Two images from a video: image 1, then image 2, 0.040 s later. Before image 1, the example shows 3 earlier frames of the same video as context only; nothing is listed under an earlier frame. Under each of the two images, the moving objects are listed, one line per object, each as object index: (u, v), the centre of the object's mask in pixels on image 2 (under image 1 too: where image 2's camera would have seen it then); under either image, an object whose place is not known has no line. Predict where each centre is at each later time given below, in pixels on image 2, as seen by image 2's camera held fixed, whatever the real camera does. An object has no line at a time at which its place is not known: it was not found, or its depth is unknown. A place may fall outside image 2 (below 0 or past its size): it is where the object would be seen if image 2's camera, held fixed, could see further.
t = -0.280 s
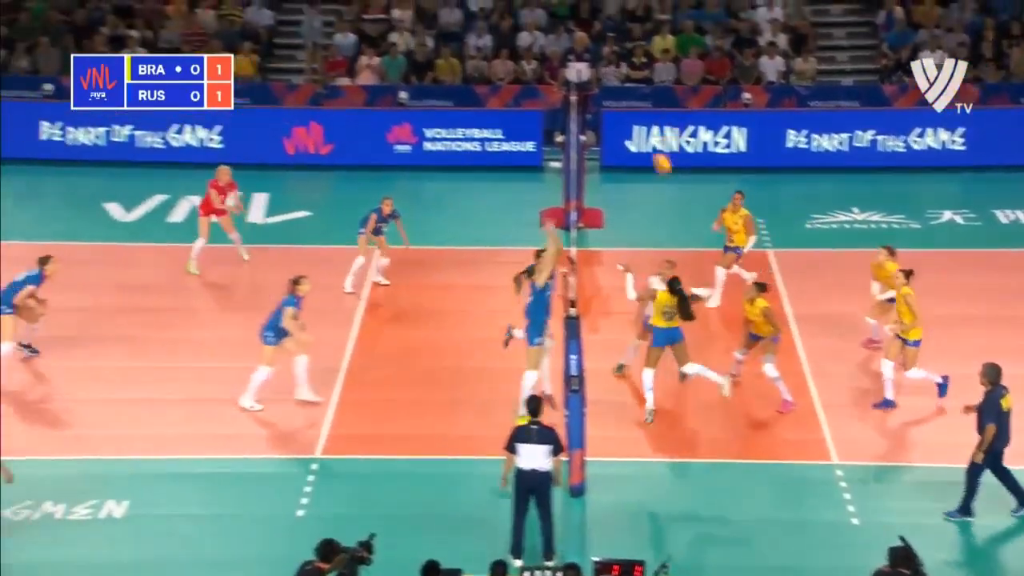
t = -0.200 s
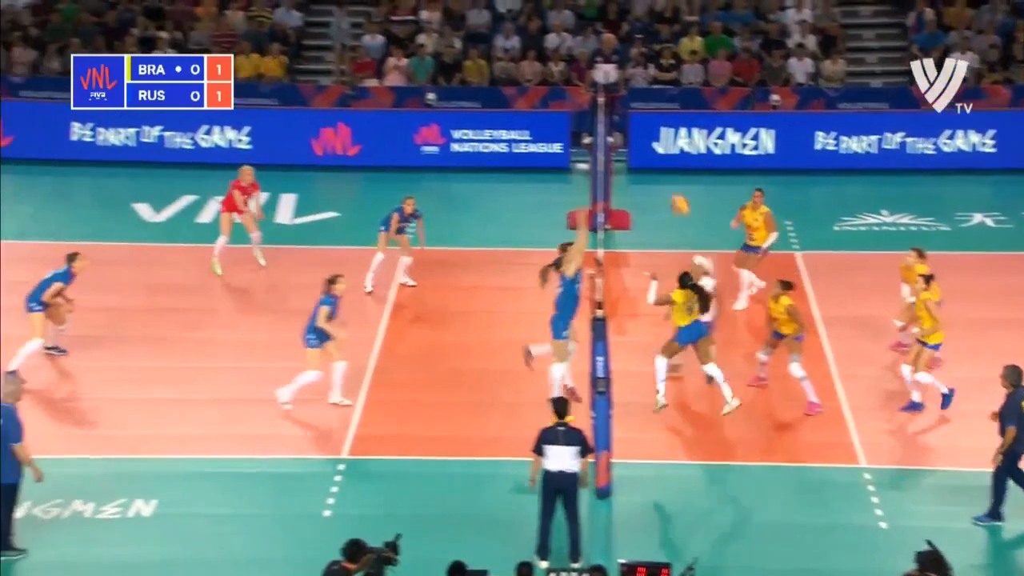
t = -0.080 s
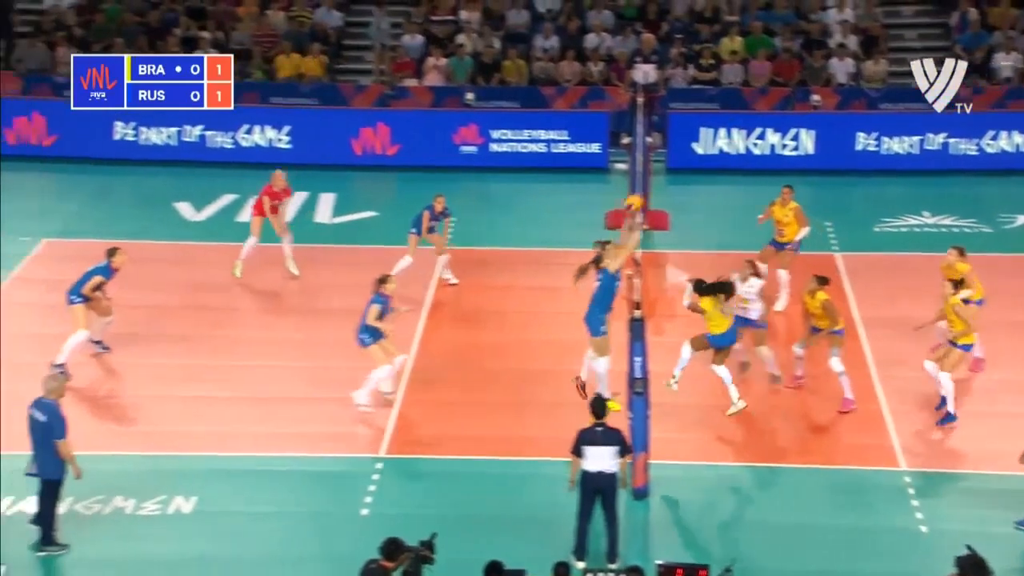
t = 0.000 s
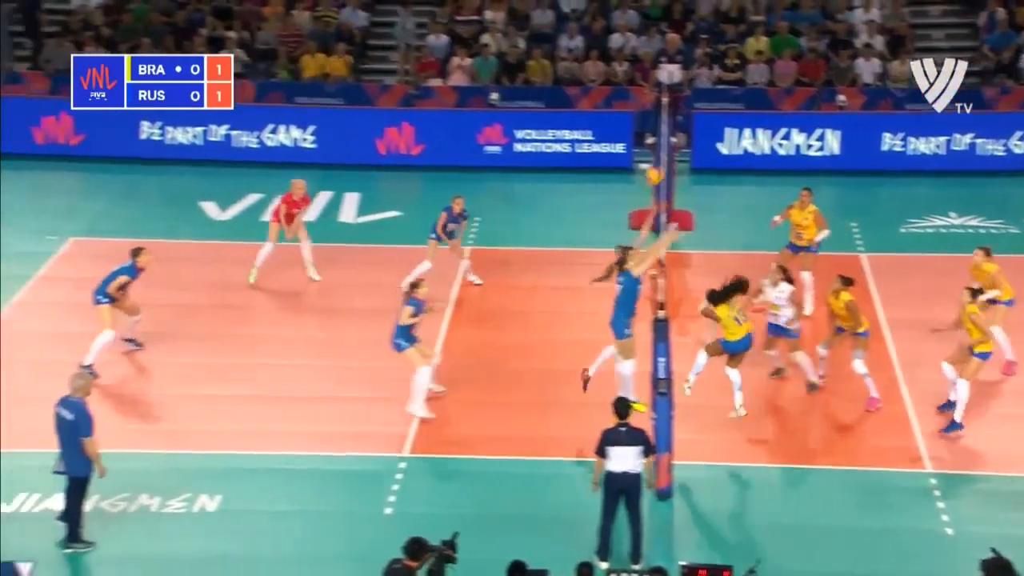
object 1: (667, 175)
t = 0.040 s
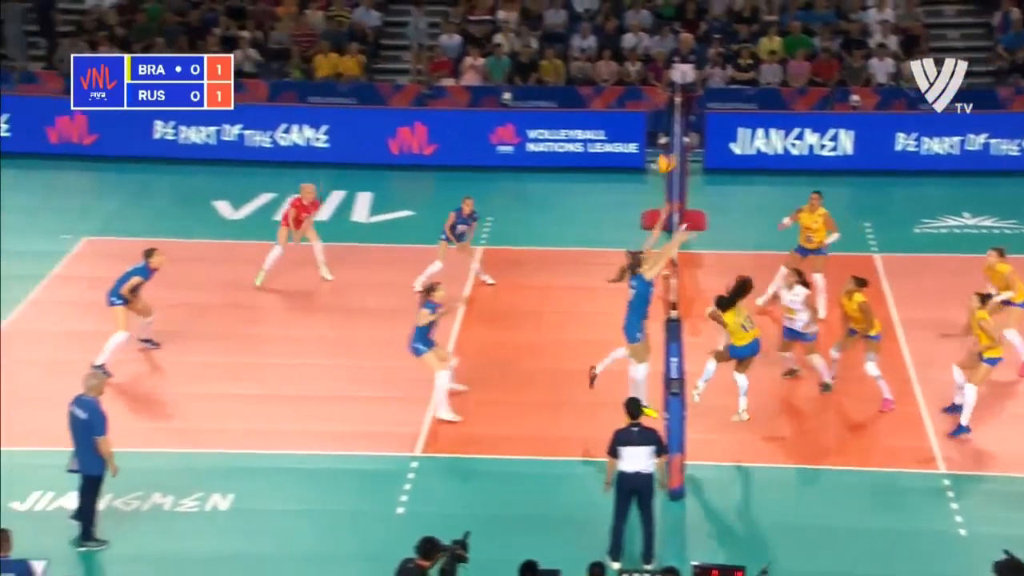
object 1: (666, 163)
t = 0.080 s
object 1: (664, 153)
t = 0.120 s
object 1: (663, 143)
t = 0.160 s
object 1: (661, 136)
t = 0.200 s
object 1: (660, 130)
